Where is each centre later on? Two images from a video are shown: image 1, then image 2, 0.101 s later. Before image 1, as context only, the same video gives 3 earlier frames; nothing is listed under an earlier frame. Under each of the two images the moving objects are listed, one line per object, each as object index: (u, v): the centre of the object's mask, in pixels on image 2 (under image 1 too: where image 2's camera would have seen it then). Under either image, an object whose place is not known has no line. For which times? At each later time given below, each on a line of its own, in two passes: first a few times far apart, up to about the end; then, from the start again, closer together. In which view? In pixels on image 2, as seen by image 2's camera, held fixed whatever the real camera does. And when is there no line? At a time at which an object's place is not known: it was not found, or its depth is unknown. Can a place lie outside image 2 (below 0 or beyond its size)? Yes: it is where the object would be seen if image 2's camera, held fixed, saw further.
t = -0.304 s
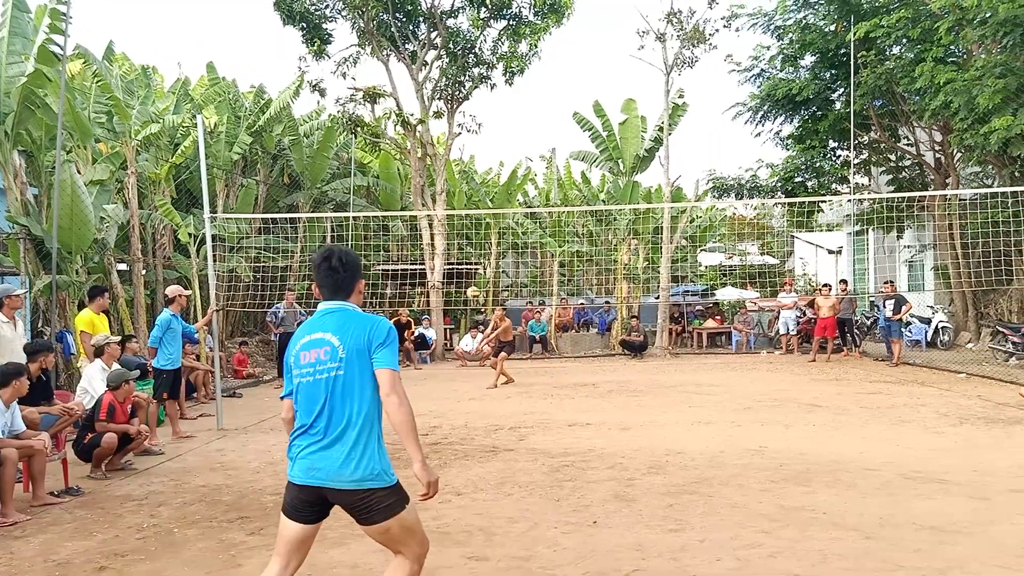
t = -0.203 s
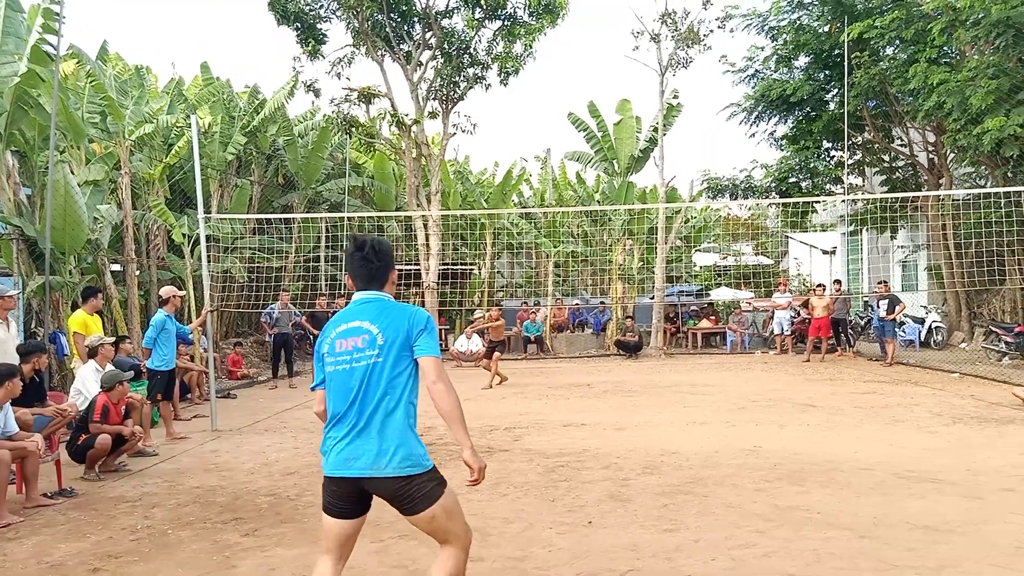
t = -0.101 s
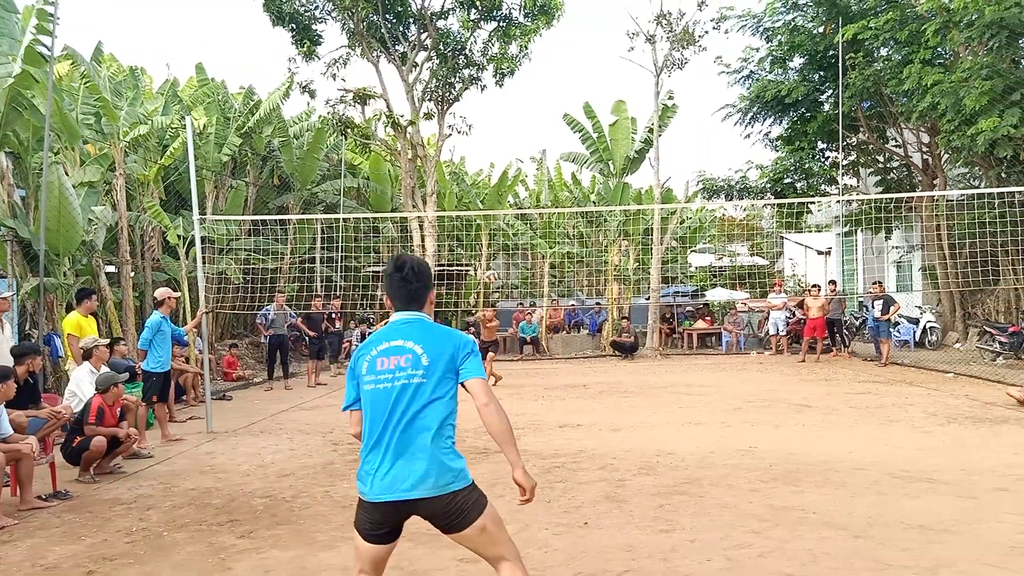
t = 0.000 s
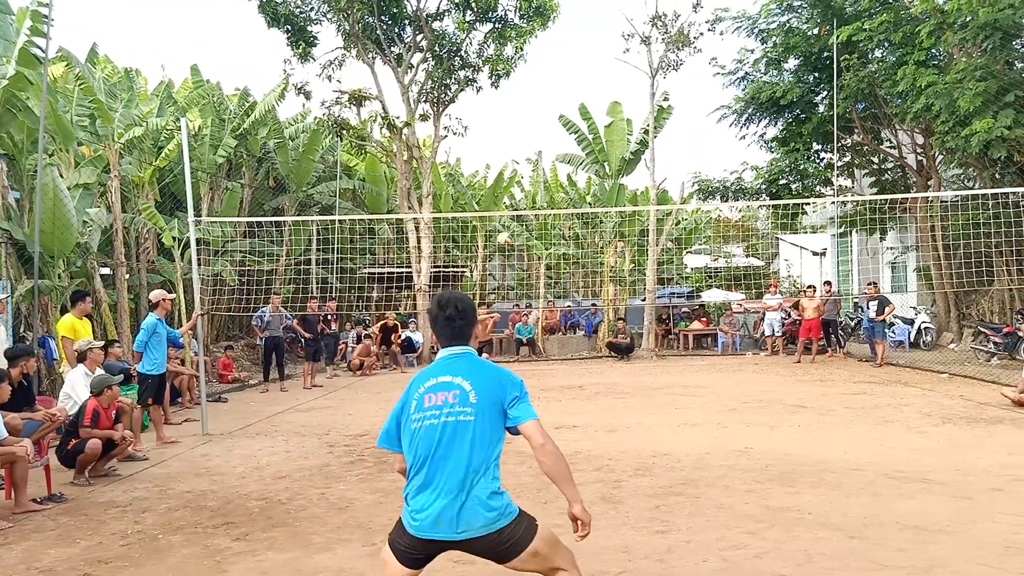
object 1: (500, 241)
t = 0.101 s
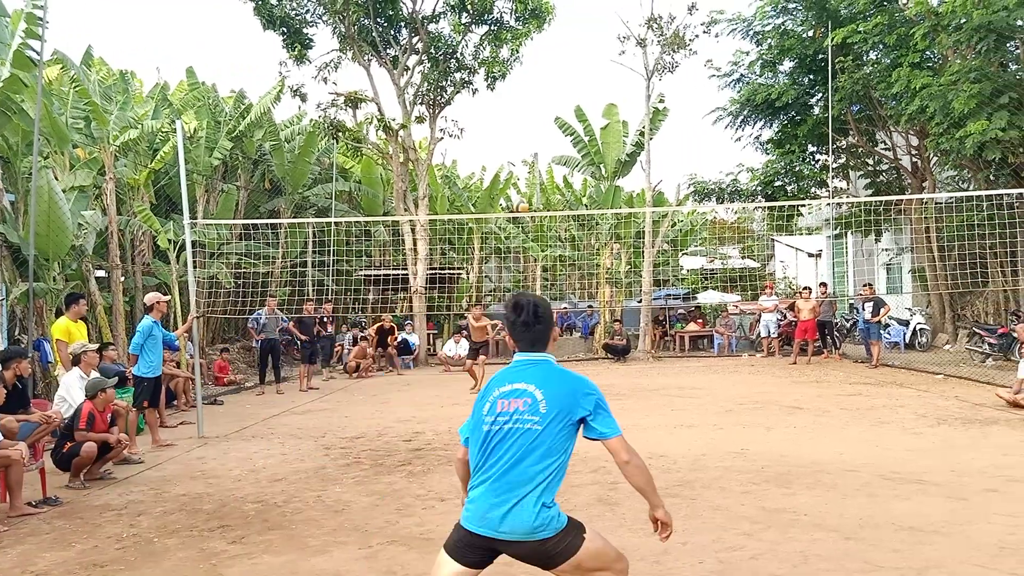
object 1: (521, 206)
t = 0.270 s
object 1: (560, 157)
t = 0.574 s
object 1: (659, 104)
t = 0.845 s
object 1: (805, 142)
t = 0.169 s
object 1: (535, 184)
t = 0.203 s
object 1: (543, 175)
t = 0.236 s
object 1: (552, 165)
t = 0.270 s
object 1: (560, 157)
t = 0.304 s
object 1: (570, 146)
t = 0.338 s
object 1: (578, 138)
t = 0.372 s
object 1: (588, 130)
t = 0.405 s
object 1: (599, 123)
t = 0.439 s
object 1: (610, 116)
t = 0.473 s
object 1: (621, 112)
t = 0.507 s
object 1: (634, 108)
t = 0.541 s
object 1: (646, 106)
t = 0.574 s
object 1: (659, 104)
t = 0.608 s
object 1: (673, 104)
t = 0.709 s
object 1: (722, 110)
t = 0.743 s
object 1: (740, 114)
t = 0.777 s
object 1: (760, 121)
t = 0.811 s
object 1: (781, 131)
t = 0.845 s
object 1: (805, 142)
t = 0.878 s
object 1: (830, 157)
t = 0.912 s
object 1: (857, 177)
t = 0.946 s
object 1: (886, 198)
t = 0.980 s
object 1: (917, 223)
